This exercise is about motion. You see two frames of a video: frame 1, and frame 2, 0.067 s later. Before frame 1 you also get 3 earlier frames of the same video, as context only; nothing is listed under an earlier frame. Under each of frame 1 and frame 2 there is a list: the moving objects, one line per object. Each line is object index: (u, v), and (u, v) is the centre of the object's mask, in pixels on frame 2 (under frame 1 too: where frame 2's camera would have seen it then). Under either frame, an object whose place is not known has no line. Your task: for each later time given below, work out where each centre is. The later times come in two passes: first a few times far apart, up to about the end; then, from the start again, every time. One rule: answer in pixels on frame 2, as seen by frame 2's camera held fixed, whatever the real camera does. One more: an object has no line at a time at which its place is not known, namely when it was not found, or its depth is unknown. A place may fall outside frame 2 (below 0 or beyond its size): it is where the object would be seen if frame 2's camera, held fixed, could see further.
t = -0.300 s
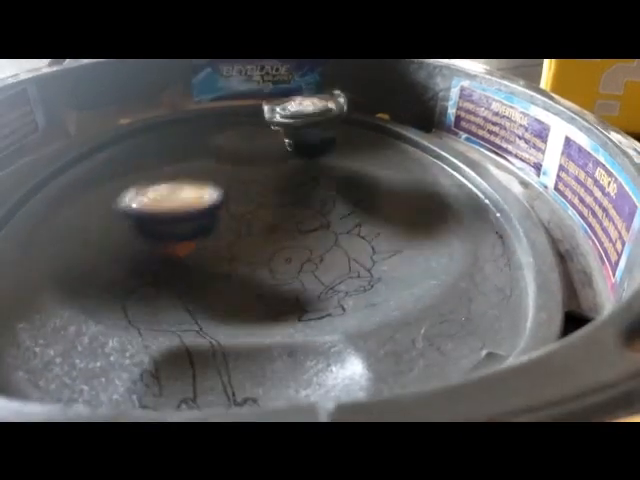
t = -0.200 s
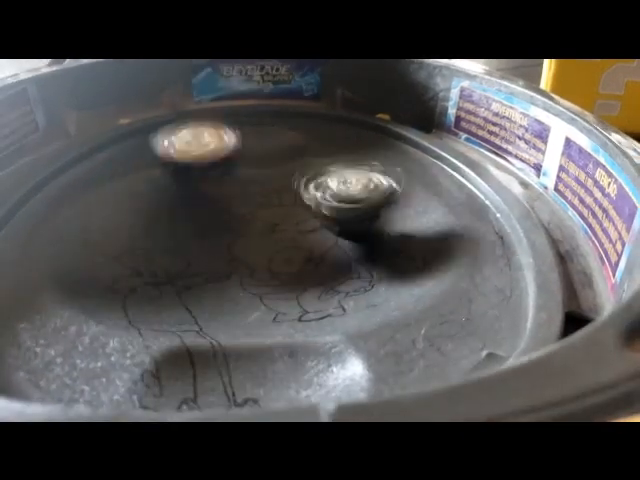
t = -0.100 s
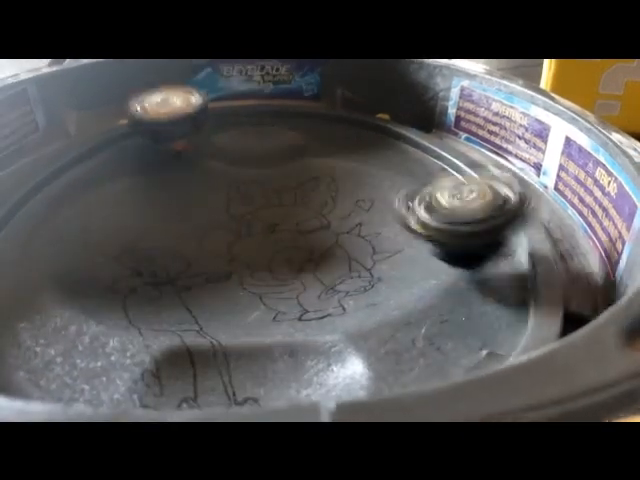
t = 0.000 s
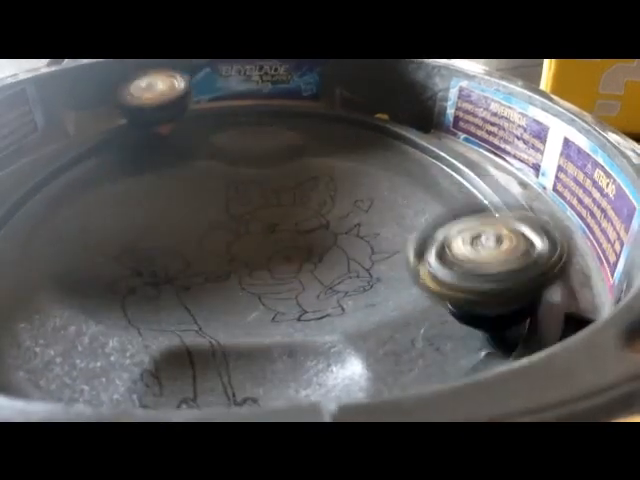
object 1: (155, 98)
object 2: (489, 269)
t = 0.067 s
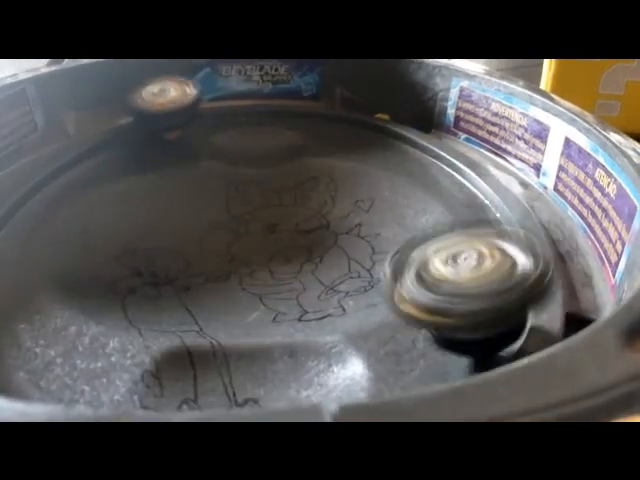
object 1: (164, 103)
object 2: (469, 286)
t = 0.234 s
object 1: (160, 104)
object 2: (427, 317)
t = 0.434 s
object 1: (145, 107)
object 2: (375, 333)
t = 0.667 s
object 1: (112, 132)
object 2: (241, 297)
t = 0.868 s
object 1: (167, 179)
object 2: (158, 252)
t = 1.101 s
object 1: (391, 183)
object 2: (208, 266)
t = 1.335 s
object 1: (291, 268)
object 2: (259, 202)
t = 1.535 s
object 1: (118, 218)
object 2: (134, 147)
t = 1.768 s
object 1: (166, 261)
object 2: (251, 103)
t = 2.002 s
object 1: (235, 262)
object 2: (359, 119)
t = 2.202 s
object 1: (319, 250)
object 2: (432, 142)
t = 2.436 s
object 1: (369, 231)
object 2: (476, 190)
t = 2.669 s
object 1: (212, 198)
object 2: (458, 207)
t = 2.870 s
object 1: (275, 141)
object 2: (320, 212)
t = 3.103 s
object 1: (299, 215)
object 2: (112, 236)
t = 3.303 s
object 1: (178, 219)
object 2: (134, 270)
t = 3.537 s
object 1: (172, 197)
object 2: (280, 238)
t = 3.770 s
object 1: (214, 151)
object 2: (352, 166)
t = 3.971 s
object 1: (242, 193)
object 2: (323, 149)
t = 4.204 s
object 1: (145, 247)
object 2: (320, 207)
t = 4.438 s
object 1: (87, 244)
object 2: (353, 236)
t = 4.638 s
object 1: (200, 235)
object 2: (322, 243)
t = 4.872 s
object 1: (251, 186)
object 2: (295, 237)
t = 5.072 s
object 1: (308, 157)
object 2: (247, 247)
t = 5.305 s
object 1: (312, 202)
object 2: (219, 244)
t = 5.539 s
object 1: (274, 223)
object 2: (173, 251)
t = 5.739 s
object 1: (290, 205)
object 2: (173, 262)
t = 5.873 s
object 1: (297, 198)
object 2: (220, 244)
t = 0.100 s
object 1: (165, 104)
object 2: (451, 296)
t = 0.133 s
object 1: (164, 104)
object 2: (441, 300)
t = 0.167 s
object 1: (160, 104)
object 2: (432, 304)
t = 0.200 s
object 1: (160, 103)
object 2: (427, 311)
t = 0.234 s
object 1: (160, 104)
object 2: (427, 317)
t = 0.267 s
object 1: (159, 104)
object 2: (422, 318)
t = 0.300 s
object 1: (153, 105)
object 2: (412, 322)
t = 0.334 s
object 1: (150, 105)
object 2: (405, 325)
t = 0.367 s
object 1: (149, 105)
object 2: (397, 327)
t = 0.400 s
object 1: (146, 106)
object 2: (385, 330)
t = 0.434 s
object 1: (145, 107)
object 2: (375, 333)
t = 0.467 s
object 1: (141, 110)
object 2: (367, 336)
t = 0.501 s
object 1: (138, 112)
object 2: (354, 336)
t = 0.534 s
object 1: (132, 116)
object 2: (339, 336)
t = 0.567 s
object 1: (126, 119)
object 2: (322, 335)
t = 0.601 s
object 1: (122, 123)
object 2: (303, 334)
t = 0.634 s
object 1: (117, 127)
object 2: (277, 322)
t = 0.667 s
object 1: (112, 132)
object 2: (241, 297)
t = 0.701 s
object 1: (107, 136)
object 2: (205, 280)
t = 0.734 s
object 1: (105, 143)
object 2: (176, 272)
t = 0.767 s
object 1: (109, 150)
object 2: (156, 268)
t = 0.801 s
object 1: (120, 159)
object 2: (147, 263)
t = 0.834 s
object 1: (140, 170)
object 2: (150, 254)
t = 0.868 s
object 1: (167, 179)
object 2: (158, 252)
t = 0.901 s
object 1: (194, 183)
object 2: (172, 246)
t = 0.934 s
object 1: (228, 187)
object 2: (177, 247)
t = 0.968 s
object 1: (268, 183)
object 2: (169, 249)
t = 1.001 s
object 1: (304, 178)
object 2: (165, 252)
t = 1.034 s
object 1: (338, 176)
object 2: (168, 256)
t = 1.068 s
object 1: (367, 177)
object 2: (182, 262)
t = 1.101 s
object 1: (391, 183)
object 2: (208, 266)
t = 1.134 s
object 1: (409, 194)
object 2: (236, 266)
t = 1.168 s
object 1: (420, 203)
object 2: (257, 262)
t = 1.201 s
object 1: (422, 217)
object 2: (274, 254)
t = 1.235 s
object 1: (409, 236)
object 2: (280, 243)
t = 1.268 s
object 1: (382, 252)
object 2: (276, 232)
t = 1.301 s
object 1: (337, 265)
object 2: (269, 213)
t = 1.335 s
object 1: (291, 268)
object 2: (259, 202)
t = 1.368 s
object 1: (235, 271)
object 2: (243, 195)
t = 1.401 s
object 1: (188, 269)
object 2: (223, 187)
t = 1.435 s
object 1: (152, 260)
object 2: (199, 178)
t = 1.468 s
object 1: (127, 240)
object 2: (176, 171)
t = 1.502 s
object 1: (119, 222)
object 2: (150, 163)
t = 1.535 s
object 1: (118, 218)
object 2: (134, 147)
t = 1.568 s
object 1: (119, 229)
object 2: (130, 111)
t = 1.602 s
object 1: (123, 243)
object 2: (135, 94)
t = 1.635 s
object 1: (132, 251)
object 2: (141, 84)
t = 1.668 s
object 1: (142, 256)
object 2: (167, 83)
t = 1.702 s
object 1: (151, 259)
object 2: (193, 87)
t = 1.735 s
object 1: (160, 262)
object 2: (222, 96)
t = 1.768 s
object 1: (166, 261)
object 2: (251, 103)
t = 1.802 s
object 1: (172, 262)
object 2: (273, 108)
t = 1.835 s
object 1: (178, 263)
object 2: (289, 110)
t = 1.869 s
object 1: (186, 263)
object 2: (303, 109)
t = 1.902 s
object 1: (195, 263)
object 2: (313, 114)
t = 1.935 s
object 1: (207, 263)
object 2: (324, 115)
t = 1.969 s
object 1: (220, 263)
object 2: (341, 117)
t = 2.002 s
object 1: (235, 262)
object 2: (359, 119)
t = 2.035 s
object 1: (248, 261)
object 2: (381, 121)
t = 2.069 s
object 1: (263, 260)
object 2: (404, 122)
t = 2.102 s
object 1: (279, 258)
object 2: (413, 123)
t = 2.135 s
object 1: (294, 256)
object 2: (417, 132)
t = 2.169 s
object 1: (307, 253)
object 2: (425, 139)
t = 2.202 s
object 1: (319, 250)
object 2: (432, 142)
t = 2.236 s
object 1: (331, 247)
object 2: (439, 147)
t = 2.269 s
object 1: (342, 244)
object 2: (444, 154)
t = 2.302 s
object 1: (352, 240)
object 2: (451, 160)
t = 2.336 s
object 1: (361, 237)
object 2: (458, 165)
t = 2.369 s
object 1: (365, 235)
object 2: (464, 173)
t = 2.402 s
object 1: (368, 233)
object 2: (469, 182)
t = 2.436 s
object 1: (369, 231)
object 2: (476, 190)
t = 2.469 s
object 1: (334, 234)
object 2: (489, 179)
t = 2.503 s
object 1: (301, 237)
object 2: (493, 184)
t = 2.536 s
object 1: (275, 235)
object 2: (479, 193)
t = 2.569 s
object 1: (251, 229)
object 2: (469, 201)
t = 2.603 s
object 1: (232, 222)
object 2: (463, 204)
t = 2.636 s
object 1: (219, 211)
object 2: (459, 206)
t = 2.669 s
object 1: (212, 198)
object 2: (458, 207)
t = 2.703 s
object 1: (210, 186)
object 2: (453, 206)
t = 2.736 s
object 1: (212, 173)
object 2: (443, 209)
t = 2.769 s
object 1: (230, 152)
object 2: (406, 210)
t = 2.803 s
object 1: (243, 145)
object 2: (383, 207)
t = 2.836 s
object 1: (258, 142)
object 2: (351, 205)
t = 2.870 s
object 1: (275, 141)
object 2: (320, 212)
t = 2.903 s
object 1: (290, 145)
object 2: (285, 215)
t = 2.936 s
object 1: (303, 152)
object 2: (248, 219)
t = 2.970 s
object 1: (313, 161)
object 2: (213, 221)
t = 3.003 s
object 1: (319, 175)
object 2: (181, 223)
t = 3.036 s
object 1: (318, 188)
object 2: (152, 226)
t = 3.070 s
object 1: (312, 202)
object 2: (130, 230)
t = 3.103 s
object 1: (299, 215)
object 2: (112, 236)
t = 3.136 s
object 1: (282, 227)
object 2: (102, 242)
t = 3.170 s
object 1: (259, 235)
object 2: (102, 247)
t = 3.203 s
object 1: (231, 242)
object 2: (109, 254)
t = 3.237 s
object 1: (214, 241)
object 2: (108, 262)
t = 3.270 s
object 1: (201, 237)
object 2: (117, 269)
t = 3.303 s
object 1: (178, 219)
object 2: (134, 270)
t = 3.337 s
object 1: (155, 214)
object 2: (150, 272)
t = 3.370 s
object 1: (141, 210)
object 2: (177, 273)
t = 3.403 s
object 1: (134, 211)
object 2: (208, 273)
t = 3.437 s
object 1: (137, 209)
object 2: (239, 269)
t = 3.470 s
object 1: (144, 204)
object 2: (260, 263)
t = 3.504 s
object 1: (157, 200)
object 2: (275, 252)
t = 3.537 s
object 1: (172, 197)
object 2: (280, 238)
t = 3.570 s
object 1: (188, 195)
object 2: (282, 224)
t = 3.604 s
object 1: (182, 184)
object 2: (303, 212)
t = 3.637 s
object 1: (177, 173)
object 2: (327, 203)
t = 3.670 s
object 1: (178, 164)
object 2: (343, 194)
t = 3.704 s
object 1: (188, 157)
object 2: (352, 184)
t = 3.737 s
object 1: (200, 152)
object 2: (354, 174)
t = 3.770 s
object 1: (214, 151)
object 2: (352, 166)
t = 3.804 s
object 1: (230, 152)
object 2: (346, 157)
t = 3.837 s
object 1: (244, 157)
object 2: (338, 151)
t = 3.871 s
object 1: (244, 165)
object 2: (341, 146)
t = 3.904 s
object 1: (247, 173)
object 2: (337, 144)
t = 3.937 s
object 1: (246, 183)
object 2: (330, 145)
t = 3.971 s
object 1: (242, 193)
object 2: (323, 149)
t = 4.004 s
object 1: (237, 202)
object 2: (315, 159)
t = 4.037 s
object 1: (230, 212)
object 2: (307, 171)
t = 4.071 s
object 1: (219, 221)
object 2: (304, 181)
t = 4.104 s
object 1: (202, 232)
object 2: (308, 185)
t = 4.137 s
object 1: (184, 239)
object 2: (312, 193)
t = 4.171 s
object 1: (165, 242)
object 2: (316, 200)
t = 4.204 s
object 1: (145, 247)
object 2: (320, 207)
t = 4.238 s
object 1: (126, 247)
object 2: (326, 213)
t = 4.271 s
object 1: (108, 246)
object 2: (333, 220)
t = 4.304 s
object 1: (92, 245)
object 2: (339, 224)
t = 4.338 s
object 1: (83, 243)
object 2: (346, 228)
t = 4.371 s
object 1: (78, 242)
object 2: (348, 231)
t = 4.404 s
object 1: (79, 243)
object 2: (351, 235)
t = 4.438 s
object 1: (87, 244)
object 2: (353, 236)
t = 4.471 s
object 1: (98, 244)
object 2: (353, 237)
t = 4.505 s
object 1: (114, 245)
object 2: (351, 239)
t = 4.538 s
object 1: (135, 245)
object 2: (346, 240)
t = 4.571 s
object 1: (159, 246)
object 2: (337, 241)
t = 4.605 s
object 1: (186, 240)
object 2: (327, 243)
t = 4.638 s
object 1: (200, 235)
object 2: (322, 243)
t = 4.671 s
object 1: (194, 232)
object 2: (330, 242)
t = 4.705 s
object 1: (196, 222)
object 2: (331, 241)
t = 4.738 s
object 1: (205, 216)
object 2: (330, 240)
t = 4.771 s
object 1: (217, 209)
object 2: (324, 238)
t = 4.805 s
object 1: (229, 203)
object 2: (315, 237)
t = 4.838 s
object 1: (241, 195)
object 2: (303, 236)
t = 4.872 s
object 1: (251, 186)
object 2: (295, 237)
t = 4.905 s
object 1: (260, 179)
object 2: (289, 240)
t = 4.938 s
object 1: (270, 172)
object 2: (281, 242)
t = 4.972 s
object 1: (279, 167)
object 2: (271, 243)
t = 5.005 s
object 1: (289, 162)
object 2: (263, 245)
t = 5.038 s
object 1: (299, 159)
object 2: (254, 246)
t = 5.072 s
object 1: (308, 157)
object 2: (247, 247)
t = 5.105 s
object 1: (316, 158)
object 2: (240, 246)
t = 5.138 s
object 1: (323, 162)
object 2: (232, 248)
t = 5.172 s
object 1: (326, 168)
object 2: (228, 248)
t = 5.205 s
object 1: (326, 176)
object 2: (223, 247)
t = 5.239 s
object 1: (324, 184)
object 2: (221, 247)
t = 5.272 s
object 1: (319, 193)
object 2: (219, 245)
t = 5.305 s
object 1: (312, 202)
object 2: (219, 244)
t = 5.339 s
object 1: (305, 208)
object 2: (210, 244)
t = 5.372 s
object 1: (305, 207)
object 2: (196, 245)
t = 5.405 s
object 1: (302, 210)
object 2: (185, 248)
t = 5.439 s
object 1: (297, 214)
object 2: (175, 249)
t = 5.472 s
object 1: (291, 217)
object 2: (170, 250)
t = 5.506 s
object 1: (282, 221)
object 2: (170, 250)
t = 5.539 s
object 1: (274, 223)
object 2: (173, 251)
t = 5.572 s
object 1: (275, 218)
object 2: (161, 256)
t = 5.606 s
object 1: (278, 214)
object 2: (153, 258)
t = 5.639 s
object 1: (282, 212)
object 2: (152, 257)
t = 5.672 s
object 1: (286, 208)
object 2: (155, 259)
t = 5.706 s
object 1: (288, 207)
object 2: (162, 260)
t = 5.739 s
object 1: (290, 205)
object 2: (173, 262)
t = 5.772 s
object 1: (292, 203)
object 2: (190, 258)
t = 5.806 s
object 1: (293, 202)
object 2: (202, 255)
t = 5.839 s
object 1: (294, 201)
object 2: (216, 249)
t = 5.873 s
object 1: (297, 198)
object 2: (220, 244)
